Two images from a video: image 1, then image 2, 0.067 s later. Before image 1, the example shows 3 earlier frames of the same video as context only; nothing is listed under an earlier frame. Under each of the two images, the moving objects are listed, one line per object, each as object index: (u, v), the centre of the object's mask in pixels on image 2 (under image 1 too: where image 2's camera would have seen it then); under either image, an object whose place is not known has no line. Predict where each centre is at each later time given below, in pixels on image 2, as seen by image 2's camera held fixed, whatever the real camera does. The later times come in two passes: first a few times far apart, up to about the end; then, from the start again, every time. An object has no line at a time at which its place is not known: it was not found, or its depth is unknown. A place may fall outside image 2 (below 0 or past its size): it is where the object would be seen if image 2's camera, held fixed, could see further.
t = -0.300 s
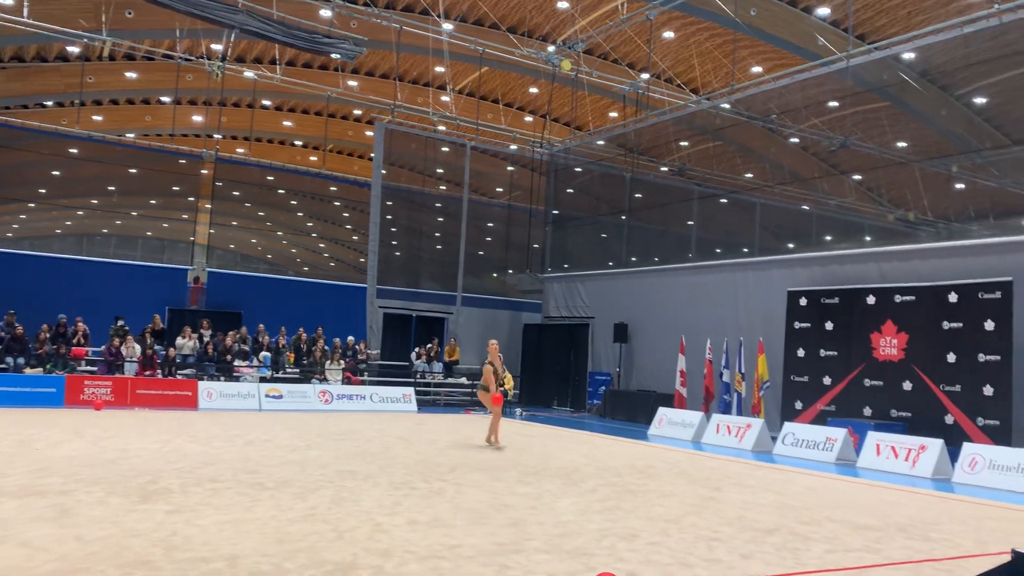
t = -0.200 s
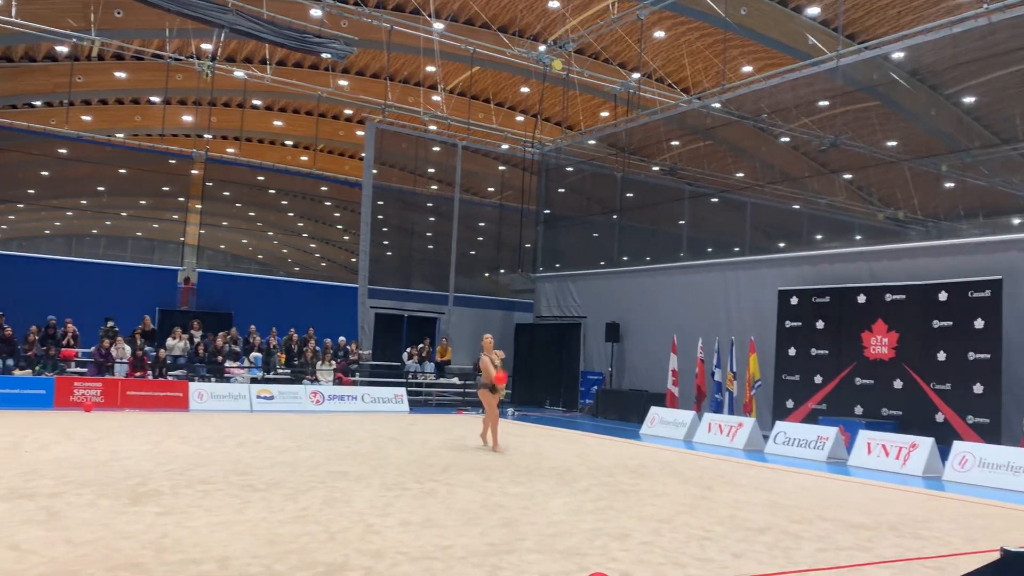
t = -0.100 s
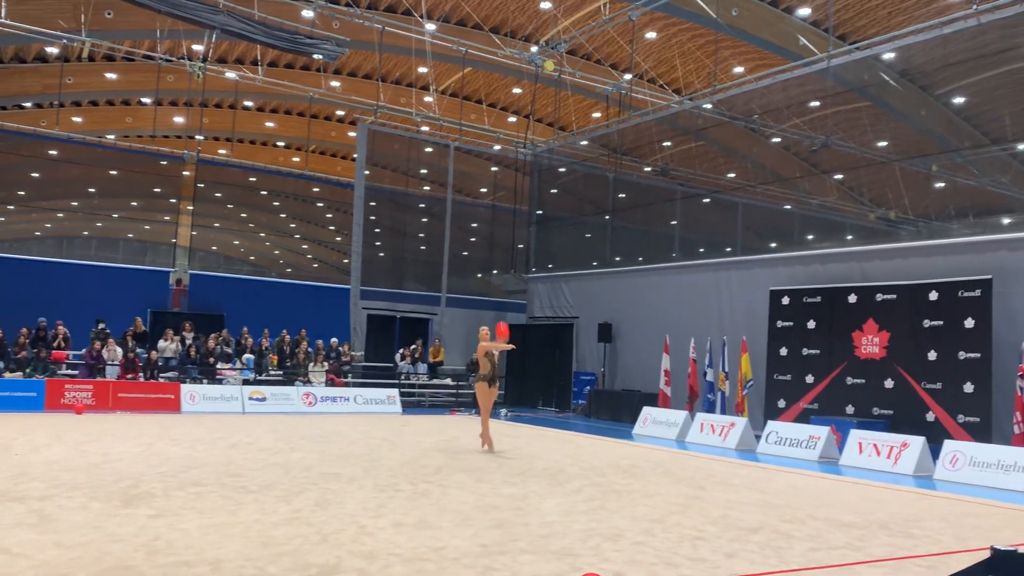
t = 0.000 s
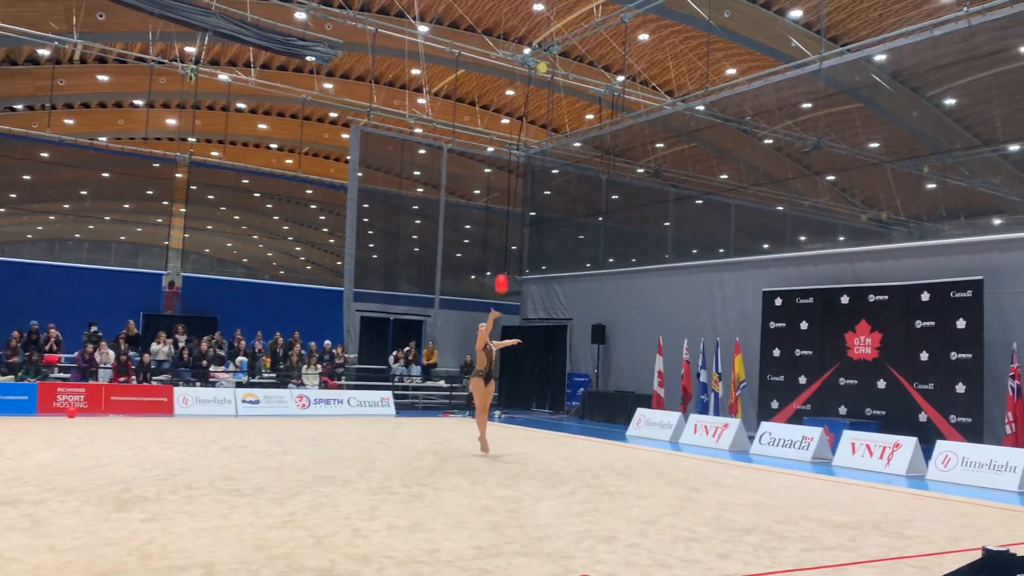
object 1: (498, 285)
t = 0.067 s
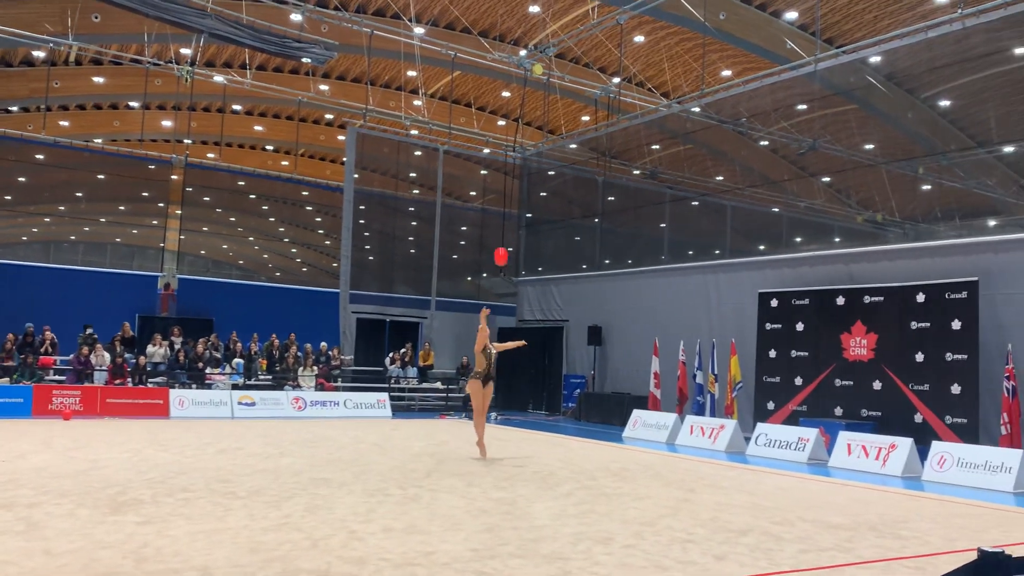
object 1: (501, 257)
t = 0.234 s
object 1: (509, 197)
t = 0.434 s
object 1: (518, 152)
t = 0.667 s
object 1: (527, 135)
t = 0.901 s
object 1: (536, 163)
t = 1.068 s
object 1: (541, 216)
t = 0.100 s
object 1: (503, 243)
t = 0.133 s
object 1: (504, 231)
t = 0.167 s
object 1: (506, 219)
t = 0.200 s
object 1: (507, 208)
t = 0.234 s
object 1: (509, 197)
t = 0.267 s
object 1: (510, 188)
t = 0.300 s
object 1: (512, 179)
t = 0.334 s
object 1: (513, 171)
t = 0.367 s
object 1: (515, 164)
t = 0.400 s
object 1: (516, 157)
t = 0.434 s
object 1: (518, 152)
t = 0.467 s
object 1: (519, 147)
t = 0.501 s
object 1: (521, 143)
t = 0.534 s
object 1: (522, 139)
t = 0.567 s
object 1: (523, 137)
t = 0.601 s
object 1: (525, 135)
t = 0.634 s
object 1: (526, 135)
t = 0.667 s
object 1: (527, 135)
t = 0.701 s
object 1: (528, 136)
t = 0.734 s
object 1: (529, 138)
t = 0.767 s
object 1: (531, 141)
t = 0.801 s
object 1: (532, 145)
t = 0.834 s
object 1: (534, 151)
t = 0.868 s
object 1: (535, 156)
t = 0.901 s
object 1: (536, 163)
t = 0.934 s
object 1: (537, 172)
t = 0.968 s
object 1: (538, 181)
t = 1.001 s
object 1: (539, 191)
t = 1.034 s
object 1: (540, 203)
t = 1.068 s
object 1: (541, 216)
